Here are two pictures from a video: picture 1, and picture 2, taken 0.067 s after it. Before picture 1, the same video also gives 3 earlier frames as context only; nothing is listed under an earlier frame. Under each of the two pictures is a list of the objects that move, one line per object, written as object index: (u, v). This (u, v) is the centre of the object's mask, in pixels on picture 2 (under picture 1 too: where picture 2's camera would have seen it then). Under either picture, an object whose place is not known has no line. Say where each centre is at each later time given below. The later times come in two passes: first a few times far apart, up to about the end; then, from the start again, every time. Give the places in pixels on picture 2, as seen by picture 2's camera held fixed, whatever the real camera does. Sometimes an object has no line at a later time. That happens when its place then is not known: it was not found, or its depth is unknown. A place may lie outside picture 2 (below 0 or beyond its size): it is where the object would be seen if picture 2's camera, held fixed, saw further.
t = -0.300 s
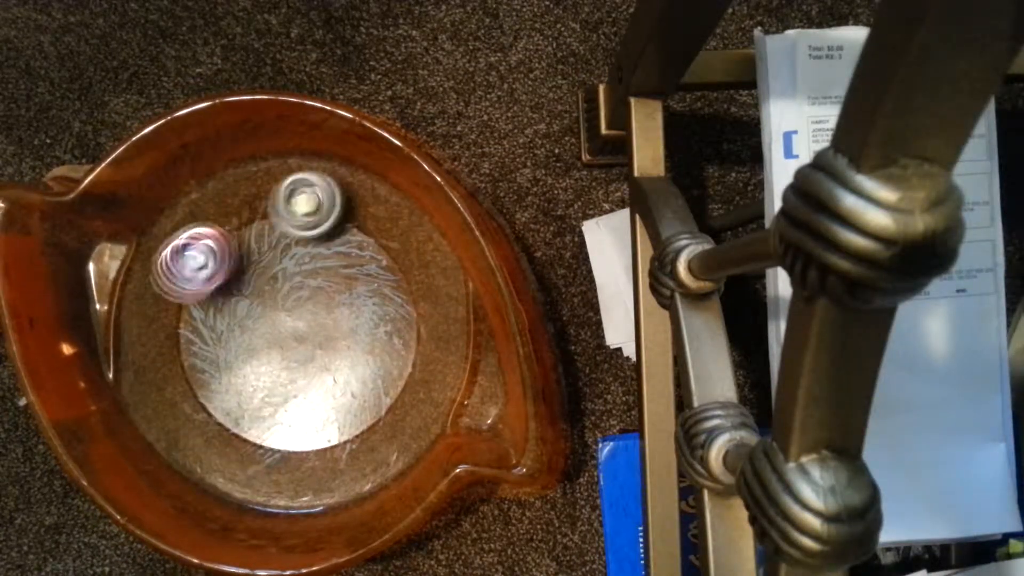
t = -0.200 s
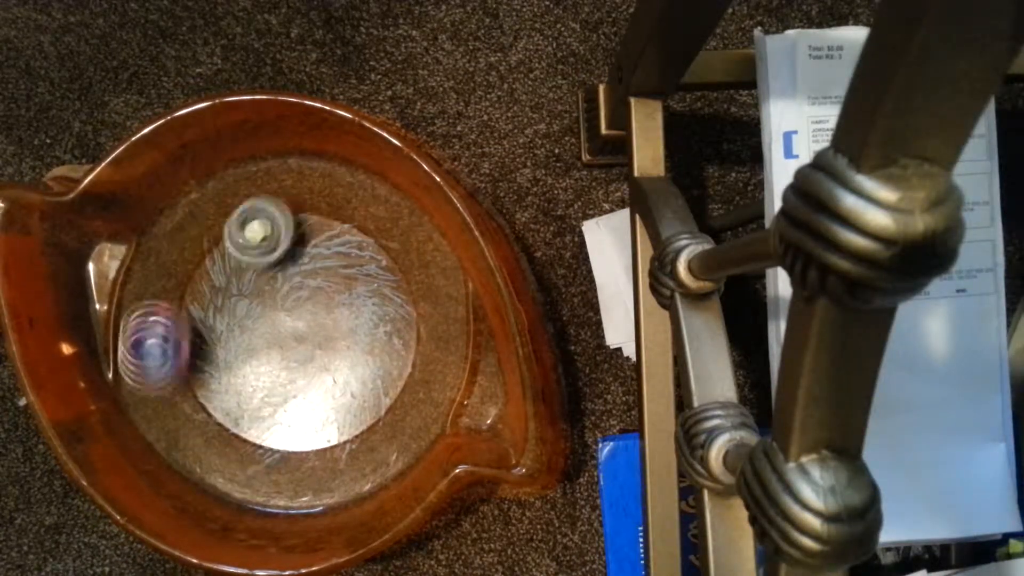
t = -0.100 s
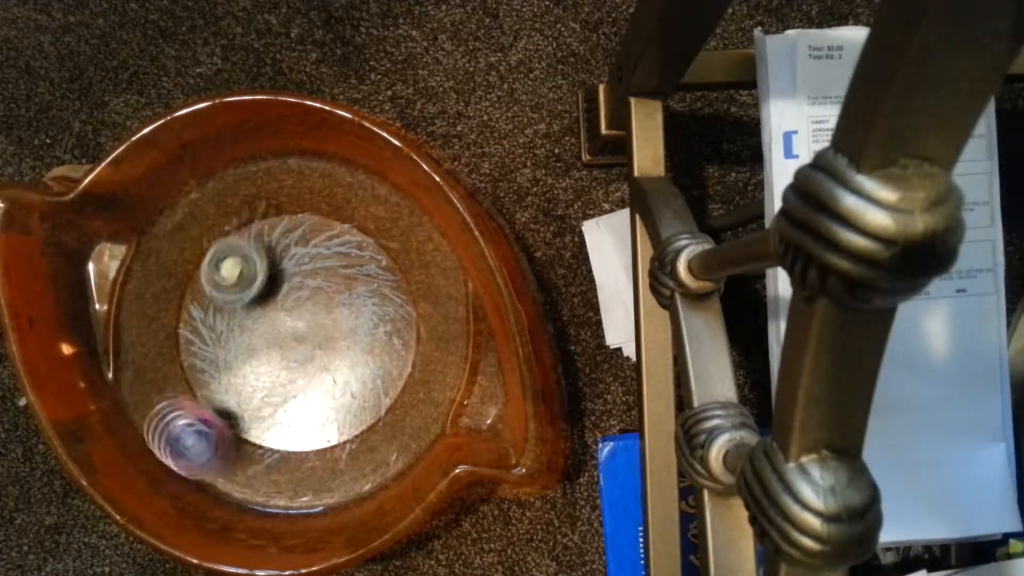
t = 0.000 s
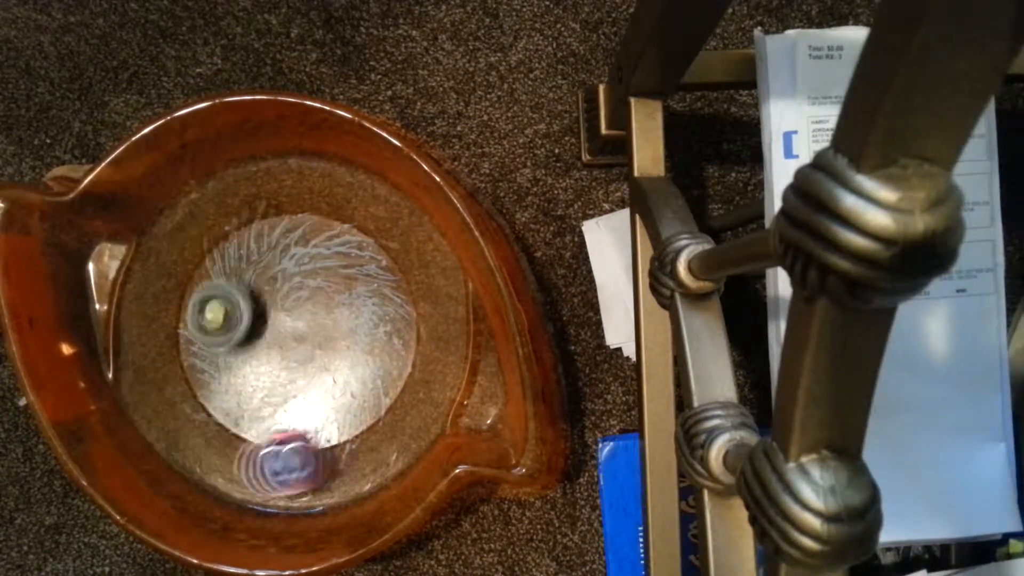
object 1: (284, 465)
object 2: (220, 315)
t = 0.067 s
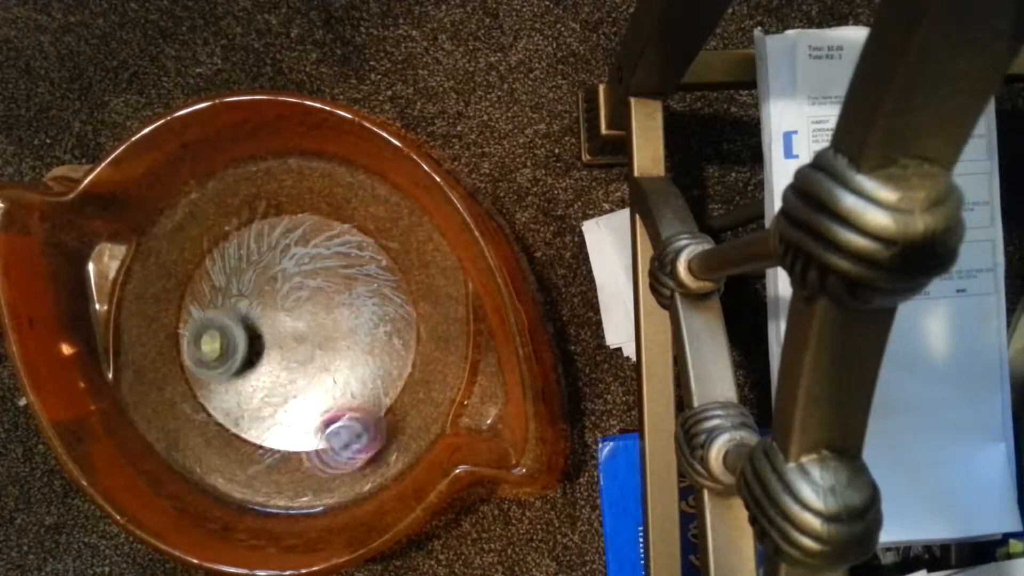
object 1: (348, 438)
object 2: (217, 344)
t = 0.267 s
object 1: (391, 270)
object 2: (237, 421)
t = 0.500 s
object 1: (191, 229)
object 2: (278, 445)
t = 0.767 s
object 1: (221, 447)
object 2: (306, 444)
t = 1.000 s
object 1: (339, 412)
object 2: (439, 325)
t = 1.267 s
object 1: (257, 255)
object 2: (320, 205)
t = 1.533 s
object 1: (177, 393)
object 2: (158, 276)
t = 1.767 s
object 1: (338, 387)
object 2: (166, 427)
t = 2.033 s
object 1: (326, 216)
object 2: (339, 457)
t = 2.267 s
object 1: (182, 276)
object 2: (408, 328)
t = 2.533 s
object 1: (309, 417)
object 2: (345, 230)
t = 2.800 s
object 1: (402, 283)
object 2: (275, 223)
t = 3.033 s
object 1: (270, 229)
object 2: (213, 271)
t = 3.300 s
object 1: (338, 265)
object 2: (248, 442)
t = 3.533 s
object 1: (353, 283)
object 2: (384, 400)
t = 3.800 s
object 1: (309, 279)
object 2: (419, 359)
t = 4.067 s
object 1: (207, 361)
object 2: (377, 348)
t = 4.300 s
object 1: (298, 432)
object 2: (321, 364)
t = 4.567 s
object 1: (334, 326)
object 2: (272, 304)
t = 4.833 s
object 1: (295, 276)
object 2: (183, 283)
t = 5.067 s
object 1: (276, 306)
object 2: (199, 326)
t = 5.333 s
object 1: (346, 319)
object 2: (226, 353)
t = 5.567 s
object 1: (344, 300)
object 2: (270, 370)
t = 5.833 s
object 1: (332, 289)
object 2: (294, 432)
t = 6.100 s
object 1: (308, 258)
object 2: (304, 439)
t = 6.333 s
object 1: (286, 303)
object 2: (297, 418)
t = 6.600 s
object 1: (341, 289)
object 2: (220, 431)
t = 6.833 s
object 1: (333, 227)
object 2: (217, 382)
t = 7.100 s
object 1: (287, 261)
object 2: (226, 294)
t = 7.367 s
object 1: (313, 356)
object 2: (211, 279)
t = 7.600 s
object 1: (376, 378)
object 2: (247, 294)
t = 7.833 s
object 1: (347, 332)
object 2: (276, 281)
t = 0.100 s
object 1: (372, 414)
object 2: (216, 359)
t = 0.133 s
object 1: (390, 386)
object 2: (217, 375)
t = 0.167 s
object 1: (399, 359)
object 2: (225, 388)
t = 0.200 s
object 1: (404, 329)
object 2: (228, 400)
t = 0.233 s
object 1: (403, 299)
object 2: (232, 410)
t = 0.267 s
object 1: (391, 270)
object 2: (237, 421)
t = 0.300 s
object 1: (369, 245)
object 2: (241, 431)
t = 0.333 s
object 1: (341, 222)
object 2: (246, 439)
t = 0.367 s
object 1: (312, 208)
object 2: (256, 441)
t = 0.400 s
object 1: (281, 201)
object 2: (263, 442)
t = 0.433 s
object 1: (250, 202)
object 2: (270, 443)
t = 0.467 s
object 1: (218, 211)
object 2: (274, 444)
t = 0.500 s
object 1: (191, 229)
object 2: (278, 445)
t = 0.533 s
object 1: (171, 253)
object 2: (281, 446)
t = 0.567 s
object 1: (155, 283)
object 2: (284, 447)
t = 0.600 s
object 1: (148, 317)
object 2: (287, 447)
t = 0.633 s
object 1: (148, 348)
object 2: (289, 446)
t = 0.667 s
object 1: (159, 380)
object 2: (292, 445)
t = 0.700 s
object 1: (175, 408)
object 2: (295, 444)
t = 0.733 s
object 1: (202, 430)
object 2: (298, 442)
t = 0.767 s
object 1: (221, 447)
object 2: (306, 444)
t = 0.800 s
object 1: (219, 453)
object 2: (351, 442)
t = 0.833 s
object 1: (223, 457)
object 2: (384, 431)
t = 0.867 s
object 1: (237, 459)
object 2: (407, 418)
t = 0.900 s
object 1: (256, 460)
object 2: (422, 405)
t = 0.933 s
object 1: (277, 458)
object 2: (434, 388)
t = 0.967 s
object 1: (304, 448)
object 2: (440, 368)
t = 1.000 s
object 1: (339, 412)
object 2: (439, 325)
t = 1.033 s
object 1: (345, 391)
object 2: (434, 303)
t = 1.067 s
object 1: (346, 366)
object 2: (426, 282)
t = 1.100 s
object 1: (341, 341)
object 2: (415, 262)
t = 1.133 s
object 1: (334, 319)
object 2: (402, 246)
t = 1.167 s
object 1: (321, 299)
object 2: (383, 232)
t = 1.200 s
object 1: (304, 282)
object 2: (364, 219)
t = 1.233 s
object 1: (283, 267)
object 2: (344, 210)
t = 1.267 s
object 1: (257, 255)
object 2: (320, 205)
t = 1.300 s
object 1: (235, 249)
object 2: (297, 202)
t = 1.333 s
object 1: (208, 252)
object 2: (274, 202)
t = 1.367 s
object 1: (190, 265)
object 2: (249, 206)
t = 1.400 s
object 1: (175, 287)
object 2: (226, 214)
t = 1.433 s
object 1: (163, 311)
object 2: (206, 226)
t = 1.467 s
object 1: (158, 340)
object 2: (188, 240)
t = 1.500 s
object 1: (161, 369)
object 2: (171, 257)
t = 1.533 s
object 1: (177, 393)
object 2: (158, 276)
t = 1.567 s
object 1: (195, 411)
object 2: (148, 297)
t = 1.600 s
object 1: (219, 424)
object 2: (141, 319)
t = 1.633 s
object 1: (244, 430)
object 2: (138, 341)
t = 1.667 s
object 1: (272, 429)
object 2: (139, 364)
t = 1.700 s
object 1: (298, 420)
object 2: (144, 386)
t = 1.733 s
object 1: (321, 405)
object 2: (153, 408)
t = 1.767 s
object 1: (338, 387)
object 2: (166, 427)
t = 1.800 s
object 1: (351, 367)
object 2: (186, 441)
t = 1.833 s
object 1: (362, 346)
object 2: (206, 455)
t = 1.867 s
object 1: (368, 319)
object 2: (226, 464)
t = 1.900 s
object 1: (371, 298)
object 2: (247, 470)
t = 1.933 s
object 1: (368, 272)
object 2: (268, 473)
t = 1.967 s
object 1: (360, 249)
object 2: (294, 470)
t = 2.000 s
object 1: (348, 229)
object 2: (314, 465)
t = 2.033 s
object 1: (326, 216)
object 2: (339, 457)
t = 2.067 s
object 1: (305, 206)
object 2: (357, 444)
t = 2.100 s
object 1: (278, 200)
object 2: (372, 428)
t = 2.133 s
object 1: (253, 202)
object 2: (386, 412)
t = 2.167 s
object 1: (225, 211)
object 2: (396, 391)
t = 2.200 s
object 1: (205, 227)
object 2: (405, 369)
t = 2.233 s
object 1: (190, 250)
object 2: (408, 347)
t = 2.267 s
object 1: (182, 276)
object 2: (408, 328)
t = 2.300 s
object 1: (176, 305)
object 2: (407, 310)
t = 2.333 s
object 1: (180, 333)
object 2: (404, 294)
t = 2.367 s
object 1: (190, 358)
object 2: (394, 275)
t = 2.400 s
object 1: (204, 379)
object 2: (384, 263)
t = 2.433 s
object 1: (228, 396)
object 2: (373, 251)
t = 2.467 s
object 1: (252, 406)
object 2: (365, 242)
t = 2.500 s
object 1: (281, 413)
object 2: (355, 234)
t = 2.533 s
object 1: (309, 417)
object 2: (345, 230)
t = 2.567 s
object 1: (334, 415)
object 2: (335, 226)
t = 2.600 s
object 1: (356, 408)
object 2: (326, 222)
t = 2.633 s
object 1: (377, 397)
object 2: (317, 219)
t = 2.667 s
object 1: (393, 382)
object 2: (308, 219)
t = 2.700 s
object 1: (405, 361)
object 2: (299, 220)
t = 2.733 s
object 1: (409, 333)
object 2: (290, 220)
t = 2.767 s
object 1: (408, 306)
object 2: (282, 221)
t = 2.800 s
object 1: (402, 283)
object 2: (275, 223)
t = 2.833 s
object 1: (392, 261)
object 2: (268, 226)
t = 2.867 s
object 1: (377, 241)
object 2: (261, 229)
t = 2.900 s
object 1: (357, 228)
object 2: (255, 233)
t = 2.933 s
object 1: (333, 219)
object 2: (249, 238)
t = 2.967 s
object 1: (308, 216)
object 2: (241, 245)
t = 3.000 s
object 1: (288, 220)
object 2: (227, 258)
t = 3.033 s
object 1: (270, 229)
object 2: (213, 271)
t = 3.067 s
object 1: (268, 237)
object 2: (190, 290)
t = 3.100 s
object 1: (281, 242)
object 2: (155, 329)
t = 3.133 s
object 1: (293, 249)
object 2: (134, 362)
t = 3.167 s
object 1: (303, 255)
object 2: (136, 390)
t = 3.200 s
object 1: (312, 260)
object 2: (159, 410)
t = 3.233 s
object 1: (321, 262)
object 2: (187, 424)
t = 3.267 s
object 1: (330, 264)
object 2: (216, 436)
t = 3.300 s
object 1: (338, 265)
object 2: (248, 442)
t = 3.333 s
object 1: (343, 267)
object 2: (277, 440)
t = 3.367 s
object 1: (348, 268)
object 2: (304, 437)
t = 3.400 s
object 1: (351, 271)
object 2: (325, 431)
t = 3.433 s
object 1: (352, 272)
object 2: (342, 425)
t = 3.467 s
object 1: (352, 275)
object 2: (358, 418)
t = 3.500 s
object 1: (353, 278)
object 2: (370, 410)
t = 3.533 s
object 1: (353, 283)
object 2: (384, 400)
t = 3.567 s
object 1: (354, 289)
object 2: (396, 390)
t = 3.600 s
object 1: (355, 296)
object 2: (403, 374)
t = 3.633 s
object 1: (356, 303)
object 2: (405, 358)
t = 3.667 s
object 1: (354, 303)
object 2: (408, 351)
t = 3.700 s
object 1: (350, 301)
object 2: (409, 343)
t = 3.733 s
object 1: (337, 292)
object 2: (415, 349)
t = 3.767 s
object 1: (321, 283)
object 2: (419, 356)
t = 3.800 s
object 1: (309, 279)
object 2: (419, 359)
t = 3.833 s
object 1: (291, 277)
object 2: (418, 360)
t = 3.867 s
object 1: (276, 278)
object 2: (416, 360)
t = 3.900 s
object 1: (260, 284)
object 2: (411, 358)
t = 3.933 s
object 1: (243, 294)
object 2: (404, 355)
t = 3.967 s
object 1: (229, 306)
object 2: (398, 351)
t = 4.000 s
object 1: (217, 323)
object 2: (390, 348)
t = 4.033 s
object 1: (209, 341)
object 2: (386, 348)
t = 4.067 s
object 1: (207, 361)
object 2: (377, 348)
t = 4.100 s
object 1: (210, 381)
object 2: (371, 350)
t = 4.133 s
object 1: (218, 399)
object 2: (363, 353)
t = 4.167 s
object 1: (230, 413)
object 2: (357, 356)
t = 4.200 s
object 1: (246, 426)
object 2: (349, 358)
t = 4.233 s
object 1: (263, 432)
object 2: (341, 361)
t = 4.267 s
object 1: (281, 434)
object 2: (331, 363)
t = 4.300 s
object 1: (298, 432)
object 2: (321, 364)
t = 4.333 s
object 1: (311, 431)
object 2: (318, 354)
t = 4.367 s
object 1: (322, 423)
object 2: (311, 343)
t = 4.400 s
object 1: (331, 411)
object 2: (304, 336)
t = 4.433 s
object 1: (338, 394)
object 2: (298, 330)
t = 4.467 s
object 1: (342, 377)
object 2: (293, 324)
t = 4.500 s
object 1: (344, 359)
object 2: (287, 317)
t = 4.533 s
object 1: (340, 342)
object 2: (279, 310)
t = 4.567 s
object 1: (334, 326)
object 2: (272, 304)
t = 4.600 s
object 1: (326, 312)
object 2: (261, 297)
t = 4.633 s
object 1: (319, 302)
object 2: (253, 293)
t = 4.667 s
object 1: (317, 295)
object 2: (234, 285)
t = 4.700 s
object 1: (314, 288)
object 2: (216, 278)
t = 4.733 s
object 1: (310, 283)
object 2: (201, 274)
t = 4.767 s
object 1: (306, 279)
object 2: (191, 273)
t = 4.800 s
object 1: (301, 277)
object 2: (185, 277)
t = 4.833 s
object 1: (295, 276)
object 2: (183, 283)
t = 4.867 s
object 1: (289, 277)
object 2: (183, 291)
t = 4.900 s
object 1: (284, 279)
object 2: (185, 301)
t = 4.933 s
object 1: (278, 282)
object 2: (190, 309)
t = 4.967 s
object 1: (273, 287)
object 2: (194, 315)
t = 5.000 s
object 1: (271, 293)
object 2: (198, 319)
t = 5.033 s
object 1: (269, 300)
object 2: (203, 322)
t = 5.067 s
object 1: (276, 306)
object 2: (199, 326)
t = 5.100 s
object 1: (285, 311)
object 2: (196, 329)
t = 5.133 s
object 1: (293, 316)
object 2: (197, 332)
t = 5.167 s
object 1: (303, 318)
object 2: (200, 336)
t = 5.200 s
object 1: (312, 321)
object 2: (203, 339)
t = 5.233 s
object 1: (323, 322)
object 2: (206, 342)
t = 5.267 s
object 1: (331, 323)
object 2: (215, 345)
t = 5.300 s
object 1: (339, 322)
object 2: (219, 349)
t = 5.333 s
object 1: (346, 319)
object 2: (226, 353)
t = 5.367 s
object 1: (350, 315)
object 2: (232, 356)
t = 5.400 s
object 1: (353, 311)
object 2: (240, 359)
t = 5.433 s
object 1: (354, 307)
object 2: (246, 362)
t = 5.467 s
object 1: (352, 304)
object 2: (252, 364)
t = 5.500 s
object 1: (350, 302)
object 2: (257, 366)
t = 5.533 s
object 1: (347, 301)
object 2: (263, 368)
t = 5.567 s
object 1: (344, 300)
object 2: (270, 370)
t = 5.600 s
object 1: (340, 300)
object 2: (277, 371)
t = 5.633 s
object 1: (336, 302)
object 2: (283, 373)
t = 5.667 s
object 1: (331, 305)
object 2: (289, 375)
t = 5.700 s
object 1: (327, 308)
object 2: (295, 377)
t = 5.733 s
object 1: (323, 313)
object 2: (302, 378)
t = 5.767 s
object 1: (323, 313)
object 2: (303, 386)
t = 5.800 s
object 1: (328, 299)
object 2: (298, 409)
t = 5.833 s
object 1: (332, 289)
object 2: (294, 432)
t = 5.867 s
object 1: (333, 282)
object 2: (293, 445)
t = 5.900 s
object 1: (333, 275)
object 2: (296, 450)
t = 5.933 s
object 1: (331, 270)
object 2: (298, 449)
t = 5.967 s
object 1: (328, 264)
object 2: (302, 445)
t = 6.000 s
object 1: (324, 260)
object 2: (304, 442)
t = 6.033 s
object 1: (318, 258)
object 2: (305, 440)
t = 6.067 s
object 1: (312, 257)
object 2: (305, 439)
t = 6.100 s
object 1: (308, 258)
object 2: (304, 439)
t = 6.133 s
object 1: (302, 261)
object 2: (304, 438)
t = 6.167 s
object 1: (297, 265)
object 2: (303, 437)
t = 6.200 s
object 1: (292, 272)
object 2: (301, 435)
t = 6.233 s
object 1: (289, 279)
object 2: (301, 433)
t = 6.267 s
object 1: (286, 286)
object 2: (299, 430)
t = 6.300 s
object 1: (286, 294)
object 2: (299, 425)
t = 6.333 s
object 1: (286, 303)
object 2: (297, 418)
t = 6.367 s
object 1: (287, 312)
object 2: (296, 411)
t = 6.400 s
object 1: (290, 318)
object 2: (295, 405)
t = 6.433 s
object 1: (292, 325)
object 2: (295, 398)
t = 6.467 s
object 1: (304, 325)
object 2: (284, 402)
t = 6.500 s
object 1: (321, 313)
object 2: (263, 417)
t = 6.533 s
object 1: (329, 302)
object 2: (245, 426)
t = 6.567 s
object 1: (336, 296)
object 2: (234, 430)
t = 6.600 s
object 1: (341, 289)
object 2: (220, 431)
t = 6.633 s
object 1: (345, 279)
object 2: (215, 429)
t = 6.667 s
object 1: (348, 270)
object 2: (212, 424)
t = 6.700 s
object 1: (349, 256)
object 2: (209, 417)
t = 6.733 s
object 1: (350, 245)
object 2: (210, 409)
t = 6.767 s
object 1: (349, 233)
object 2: (211, 400)
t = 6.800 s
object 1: (342, 230)
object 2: (214, 391)
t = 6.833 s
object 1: (333, 227)
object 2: (217, 382)
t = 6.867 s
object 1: (325, 225)
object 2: (221, 371)
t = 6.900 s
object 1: (320, 224)
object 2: (223, 362)
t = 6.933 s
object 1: (313, 224)
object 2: (228, 350)
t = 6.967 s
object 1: (307, 227)
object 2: (229, 339)
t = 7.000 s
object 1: (302, 231)
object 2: (232, 327)
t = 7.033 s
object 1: (295, 239)
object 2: (231, 315)
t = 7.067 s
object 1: (291, 249)
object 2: (229, 305)
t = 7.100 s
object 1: (287, 261)
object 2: (226, 294)
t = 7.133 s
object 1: (285, 274)
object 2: (220, 287)
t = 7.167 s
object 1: (285, 286)
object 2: (217, 283)
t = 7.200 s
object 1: (287, 298)
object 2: (215, 281)
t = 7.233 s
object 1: (290, 310)
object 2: (208, 279)
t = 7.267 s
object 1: (295, 323)
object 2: (209, 279)
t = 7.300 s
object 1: (301, 333)
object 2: (208, 278)
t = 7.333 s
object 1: (306, 345)
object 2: (209, 278)
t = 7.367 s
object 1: (313, 356)
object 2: (211, 279)
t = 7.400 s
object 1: (321, 366)
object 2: (215, 282)
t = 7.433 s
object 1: (330, 375)
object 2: (219, 284)
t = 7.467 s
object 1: (339, 380)
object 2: (222, 286)
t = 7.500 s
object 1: (349, 384)
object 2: (228, 288)
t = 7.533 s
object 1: (360, 385)
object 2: (233, 291)
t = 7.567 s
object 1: (369, 382)
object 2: (240, 292)
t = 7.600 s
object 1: (376, 378)
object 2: (247, 294)
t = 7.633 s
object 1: (380, 370)
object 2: (252, 294)
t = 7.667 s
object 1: (381, 362)
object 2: (261, 292)
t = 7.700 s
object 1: (380, 354)
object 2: (268, 290)
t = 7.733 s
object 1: (376, 347)
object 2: (273, 288)
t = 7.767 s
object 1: (368, 340)
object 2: (275, 285)
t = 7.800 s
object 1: (357, 335)
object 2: (277, 283)
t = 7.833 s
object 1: (347, 332)
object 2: (276, 281)
